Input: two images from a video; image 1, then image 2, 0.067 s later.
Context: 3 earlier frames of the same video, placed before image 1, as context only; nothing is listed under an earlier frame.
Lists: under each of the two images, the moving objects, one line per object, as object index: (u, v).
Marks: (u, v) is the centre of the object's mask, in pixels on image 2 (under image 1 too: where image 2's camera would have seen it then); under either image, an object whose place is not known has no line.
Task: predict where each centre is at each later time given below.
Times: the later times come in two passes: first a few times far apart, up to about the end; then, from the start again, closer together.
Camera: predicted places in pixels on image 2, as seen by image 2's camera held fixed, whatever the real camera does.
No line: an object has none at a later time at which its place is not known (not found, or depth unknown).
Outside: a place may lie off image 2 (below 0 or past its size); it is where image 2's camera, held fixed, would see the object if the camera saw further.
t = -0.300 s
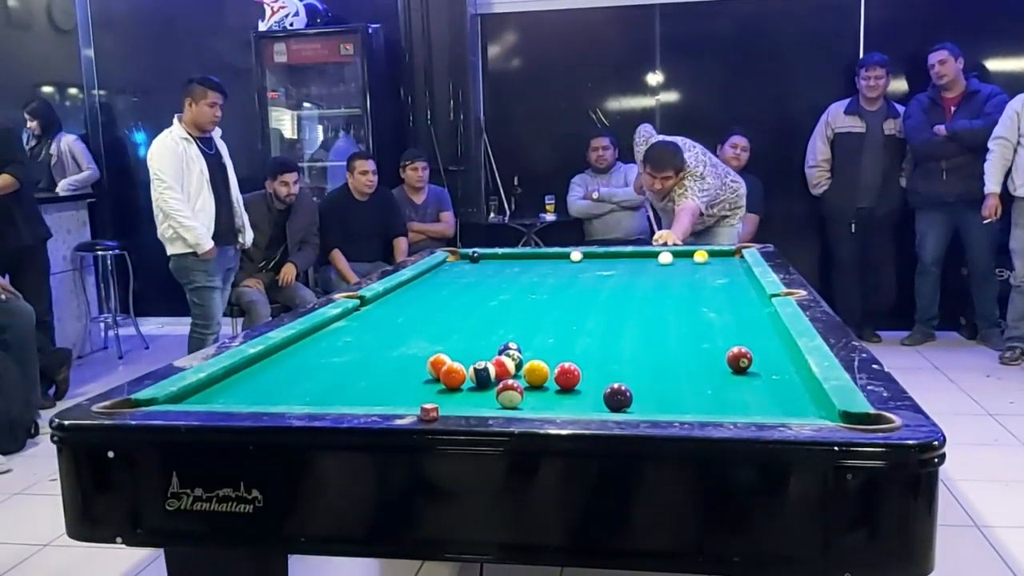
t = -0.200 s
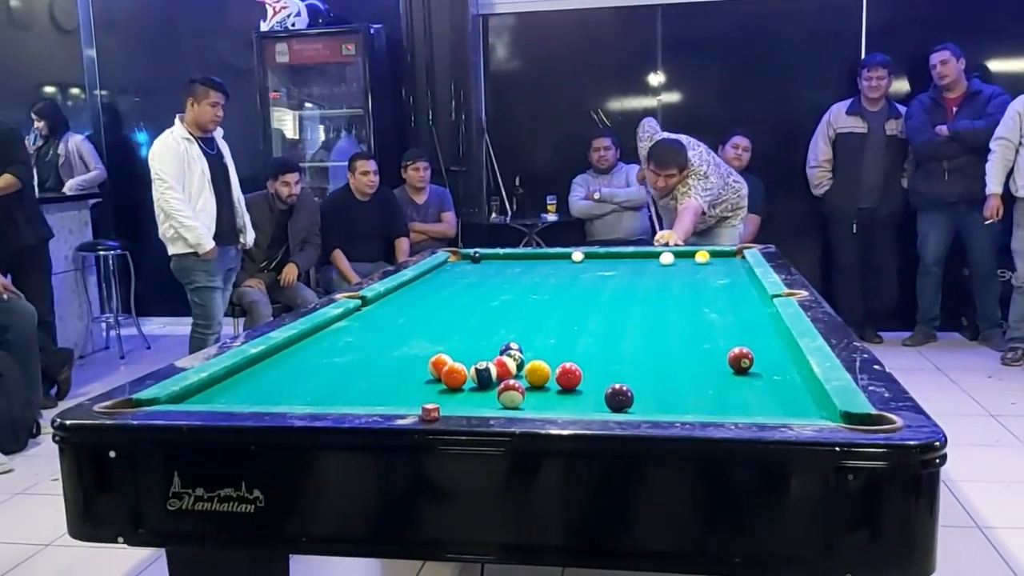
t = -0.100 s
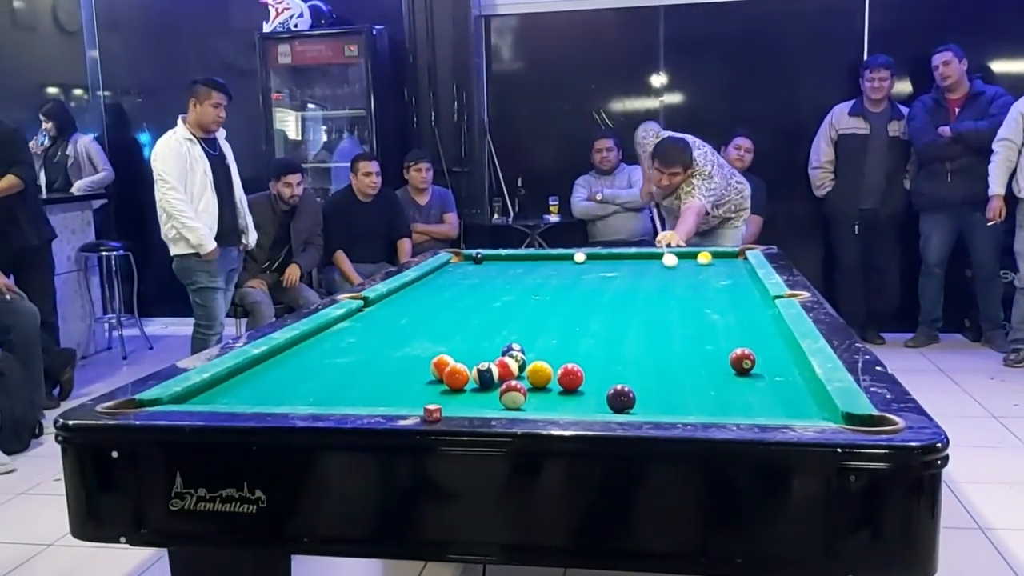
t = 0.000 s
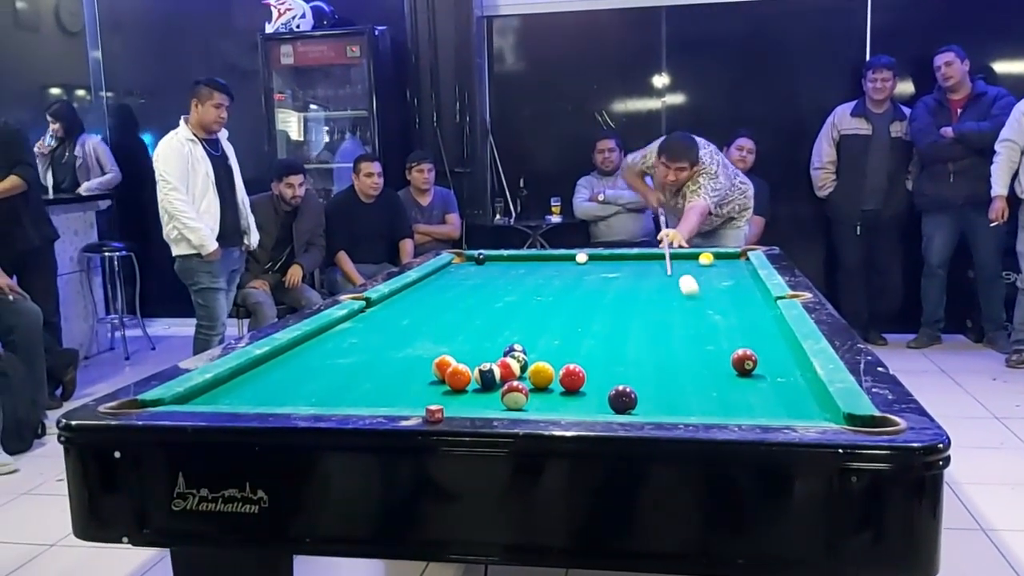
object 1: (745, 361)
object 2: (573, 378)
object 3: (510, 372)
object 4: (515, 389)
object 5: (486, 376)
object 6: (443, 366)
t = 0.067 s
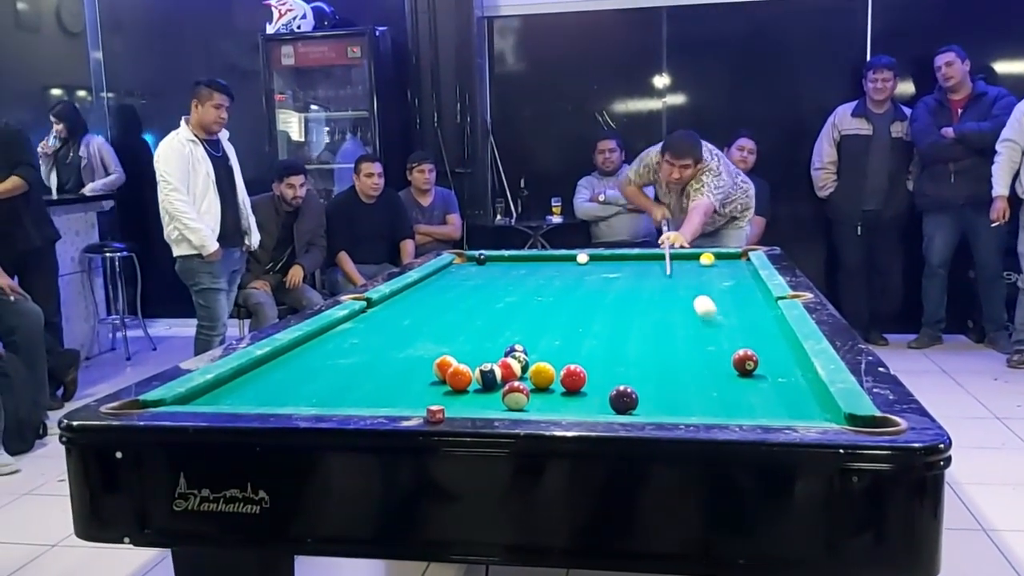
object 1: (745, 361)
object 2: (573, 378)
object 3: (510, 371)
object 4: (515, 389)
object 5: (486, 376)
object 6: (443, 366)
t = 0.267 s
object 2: (573, 378)
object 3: (510, 372)
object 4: (514, 389)
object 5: (486, 376)
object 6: (444, 367)
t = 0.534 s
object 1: (598, 329)
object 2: (543, 383)
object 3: (510, 372)
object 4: (514, 389)
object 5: (486, 376)
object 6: (443, 367)
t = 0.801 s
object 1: (517, 291)
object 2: (477, 390)
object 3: (509, 372)
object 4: (513, 399)
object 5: (487, 373)
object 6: (443, 366)
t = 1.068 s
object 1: (466, 267)
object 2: (416, 394)
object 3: (504, 369)
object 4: (514, 400)
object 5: (486, 376)
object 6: (443, 366)
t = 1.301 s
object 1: (470, 259)
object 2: (368, 396)
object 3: (502, 363)
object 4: (513, 405)
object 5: (484, 376)
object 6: (443, 367)
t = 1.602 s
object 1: (471, 270)
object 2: (311, 398)
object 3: (503, 363)
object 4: (516, 405)
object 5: (483, 376)
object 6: (443, 367)
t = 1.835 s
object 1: (473, 280)
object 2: (272, 398)
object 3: (505, 363)
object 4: (519, 405)
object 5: (483, 376)
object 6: (443, 367)
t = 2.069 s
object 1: (476, 290)
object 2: (239, 399)
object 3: (505, 363)
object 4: (521, 405)
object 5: (483, 376)
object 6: (443, 367)
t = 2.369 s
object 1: (480, 306)
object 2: (203, 400)
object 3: (506, 362)
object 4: (520, 405)
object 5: (483, 376)
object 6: (443, 366)
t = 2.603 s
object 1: (482, 320)
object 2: (189, 400)
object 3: (505, 363)
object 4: (520, 405)
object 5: (483, 376)
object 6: (442, 367)
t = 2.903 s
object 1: (486, 341)
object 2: (177, 400)
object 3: (506, 363)
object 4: (520, 405)
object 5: (483, 376)
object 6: (443, 367)
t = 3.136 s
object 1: (489, 355)
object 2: (174, 399)
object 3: (506, 363)
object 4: (520, 405)
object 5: (483, 376)
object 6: (443, 366)
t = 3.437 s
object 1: (464, 364)
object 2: (174, 399)
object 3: (522, 367)
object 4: (520, 405)
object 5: (484, 381)
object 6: (438, 366)
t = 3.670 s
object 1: (447, 366)
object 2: (174, 399)
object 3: (533, 369)
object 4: (520, 405)
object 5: (487, 385)
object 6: (429, 367)
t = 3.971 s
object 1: (436, 370)
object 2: (174, 399)
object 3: (541, 370)
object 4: (520, 405)
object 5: (494, 392)
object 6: (419, 366)
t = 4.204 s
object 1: (434, 370)
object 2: (173, 399)
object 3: (542, 369)
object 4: (520, 405)
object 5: (497, 395)
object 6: (417, 366)
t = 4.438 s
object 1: (433, 370)
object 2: (173, 399)
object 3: (542, 369)
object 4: (520, 405)
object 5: (499, 397)
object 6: (417, 366)
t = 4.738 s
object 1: (433, 370)
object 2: (173, 399)
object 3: (542, 370)
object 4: (520, 405)
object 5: (501, 397)
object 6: (417, 366)
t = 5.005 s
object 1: (433, 370)
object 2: (173, 399)
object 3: (542, 370)
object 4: (520, 405)
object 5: (501, 397)
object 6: (417, 366)
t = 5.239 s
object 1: (433, 370)
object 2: (173, 399)
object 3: (542, 370)
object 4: (520, 405)
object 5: (501, 397)
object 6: (417, 366)
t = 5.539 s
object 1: (433, 371)
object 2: (173, 399)
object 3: (542, 370)
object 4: (520, 405)
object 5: (499, 398)
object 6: (417, 366)
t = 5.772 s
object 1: (433, 371)
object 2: (173, 399)
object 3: (542, 370)
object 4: (520, 405)
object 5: (499, 398)
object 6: (417, 366)
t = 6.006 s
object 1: (433, 371)
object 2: (174, 399)
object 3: (542, 369)
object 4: (520, 405)
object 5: (501, 397)
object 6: (417, 366)
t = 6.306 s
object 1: (433, 371)
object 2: (174, 399)
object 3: (542, 370)
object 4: (520, 405)
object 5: (501, 397)
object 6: (417, 366)
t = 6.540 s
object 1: (433, 370)
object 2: (173, 399)
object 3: (542, 370)
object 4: (520, 405)
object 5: (501, 397)
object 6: (417, 366)
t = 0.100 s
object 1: (745, 361)
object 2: (573, 378)
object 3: (510, 372)
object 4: (515, 389)
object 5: (486, 376)
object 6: (443, 366)
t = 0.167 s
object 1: (759, 366)
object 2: (573, 378)
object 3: (510, 372)
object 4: (514, 389)
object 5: (486, 376)
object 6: (444, 367)
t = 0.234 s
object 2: (573, 378)
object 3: (510, 372)
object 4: (514, 389)
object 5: (486, 376)
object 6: (444, 366)
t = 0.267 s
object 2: (573, 378)
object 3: (510, 372)
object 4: (514, 389)
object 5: (486, 376)
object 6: (444, 367)
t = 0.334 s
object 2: (573, 378)
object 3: (510, 372)
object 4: (514, 389)
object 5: (486, 376)
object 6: (444, 366)
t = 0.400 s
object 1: (666, 359)
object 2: (573, 378)
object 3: (510, 372)
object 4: (514, 389)
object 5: (486, 376)
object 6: (444, 367)
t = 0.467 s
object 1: (628, 343)
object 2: (564, 379)
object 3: (510, 372)
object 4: (514, 389)
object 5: (486, 376)
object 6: (443, 367)
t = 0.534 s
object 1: (598, 329)
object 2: (543, 383)
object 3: (510, 372)
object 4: (514, 389)
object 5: (486, 376)
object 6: (443, 367)
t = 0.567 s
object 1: (585, 322)
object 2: (536, 384)
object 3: (509, 372)
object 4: (514, 389)
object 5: (486, 376)
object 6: (443, 366)
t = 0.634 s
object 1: (563, 312)
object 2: (518, 380)
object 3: (509, 370)
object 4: (514, 389)
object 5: (486, 376)
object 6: (443, 366)
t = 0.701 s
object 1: (543, 303)
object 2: (497, 386)
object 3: (510, 370)
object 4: (513, 393)
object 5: (484, 374)
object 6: (443, 366)
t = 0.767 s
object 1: (525, 295)
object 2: (486, 390)
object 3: (509, 373)
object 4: (513, 398)
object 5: (485, 371)
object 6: (443, 366)
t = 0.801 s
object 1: (517, 291)
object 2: (477, 390)
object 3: (509, 372)
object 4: (513, 399)
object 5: (487, 373)
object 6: (443, 366)
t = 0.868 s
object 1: (503, 284)
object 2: (461, 391)
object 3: (508, 372)
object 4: (513, 400)
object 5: (486, 376)
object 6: (443, 366)
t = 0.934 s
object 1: (489, 278)
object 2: (446, 392)
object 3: (507, 372)
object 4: (513, 401)
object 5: (486, 376)
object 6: (443, 366)
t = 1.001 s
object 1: (477, 272)
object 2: (431, 393)
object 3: (505, 371)
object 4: (518, 397)
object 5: (486, 376)
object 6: (443, 366)
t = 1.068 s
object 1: (466, 267)
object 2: (416, 394)
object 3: (504, 369)
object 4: (514, 400)
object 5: (486, 376)
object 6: (443, 366)
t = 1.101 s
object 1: (462, 264)
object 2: (409, 394)
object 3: (503, 368)
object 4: (513, 401)
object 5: (486, 376)
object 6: (443, 366)
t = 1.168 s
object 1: (461, 260)
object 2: (395, 395)
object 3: (503, 364)
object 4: (513, 404)
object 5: (486, 376)
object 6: (443, 367)
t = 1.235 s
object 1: (468, 258)
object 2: (381, 396)
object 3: (502, 363)
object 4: (513, 404)
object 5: (485, 376)
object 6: (443, 367)
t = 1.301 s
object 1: (470, 259)
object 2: (368, 396)
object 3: (502, 363)
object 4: (513, 405)
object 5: (484, 376)
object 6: (443, 367)
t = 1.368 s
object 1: (469, 262)
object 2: (354, 396)
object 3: (502, 363)
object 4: (513, 405)
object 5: (484, 376)
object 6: (443, 367)
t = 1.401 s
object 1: (469, 263)
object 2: (348, 397)
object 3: (502, 363)
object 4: (513, 405)
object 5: (484, 376)
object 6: (443, 367)
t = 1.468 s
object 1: (470, 266)
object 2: (335, 397)
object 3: (502, 363)
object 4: (513, 406)
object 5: (483, 376)
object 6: (443, 367)
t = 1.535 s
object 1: (471, 268)
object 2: (323, 397)
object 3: (502, 363)
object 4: (514, 405)
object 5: (483, 376)
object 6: (443, 367)
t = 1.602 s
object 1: (471, 270)
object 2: (311, 398)
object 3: (503, 363)
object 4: (516, 405)
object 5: (483, 376)
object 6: (443, 367)
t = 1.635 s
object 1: (472, 272)
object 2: (305, 398)
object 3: (503, 363)
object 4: (516, 405)
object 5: (483, 376)
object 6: (443, 367)
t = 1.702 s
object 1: (472, 274)
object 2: (294, 398)
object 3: (505, 363)
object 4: (517, 405)
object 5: (483, 376)
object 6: (443, 367)
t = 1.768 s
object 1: (473, 277)
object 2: (283, 398)
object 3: (505, 363)
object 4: (518, 405)
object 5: (483, 376)
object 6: (443, 367)
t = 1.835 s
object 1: (473, 280)
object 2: (272, 398)
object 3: (505, 363)
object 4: (519, 405)
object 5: (483, 376)
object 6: (443, 367)
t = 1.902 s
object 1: (474, 283)
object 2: (262, 398)
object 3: (505, 362)
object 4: (520, 405)
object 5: (483, 376)
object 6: (443, 367)
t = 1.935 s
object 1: (475, 285)
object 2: (257, 399)
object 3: (505, 363)
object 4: (520, 405)
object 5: (483, 376)
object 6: (443, 366)
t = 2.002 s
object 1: (475, 287)
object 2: (248, 399)
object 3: (505, 363)
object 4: (520, 405)
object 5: (483, 376)
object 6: (443, 367)
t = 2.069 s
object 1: (476, 290)
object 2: (239, 399)
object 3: (505, 363)
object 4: (521, 405)
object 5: (483, 376)
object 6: (443, 367)
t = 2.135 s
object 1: (477, 294)
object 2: (230, 399)
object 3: (505, 363)
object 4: (521, 405)
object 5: (483, 376)
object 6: (443, 367)
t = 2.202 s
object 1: (478, 297)
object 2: (222, 400)
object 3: (505, 363)
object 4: (520, 405)
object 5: (483, 376)
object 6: (443, 367)
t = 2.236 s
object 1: (478, 299)
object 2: (218, 400)
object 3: (506, 363)
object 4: (521, 405)
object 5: (483, 376)
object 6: (443, 367)
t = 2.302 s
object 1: (479, 302)
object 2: (211, 400)
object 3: (505, 363)
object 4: (520, 405)
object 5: (483, 376)
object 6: (443, 367)
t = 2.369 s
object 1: (480, 306)
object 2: (203, 400)
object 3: (506, 362)
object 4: (520, 405)
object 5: (483, 376)
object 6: (443, 366)
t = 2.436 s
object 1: (481, 310)
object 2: (198, 400)
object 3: (505, 363)
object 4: (520, 405)
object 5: (483, 376)
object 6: (442, 367)
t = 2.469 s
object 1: (481, 312)
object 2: (196, 400)
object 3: (505, 363)
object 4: (520, 405)
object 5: (483, 376)
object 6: (443, 366)
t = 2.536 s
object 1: (482, 316)
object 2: (193, 400)
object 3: (505, 363)
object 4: (520, 405)
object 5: (483, 376)
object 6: (443, 367)
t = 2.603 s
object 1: (482, 320)
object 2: (189, 400)
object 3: (505, 363)
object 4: (520, 405)
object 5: (483, 376)
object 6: (442, 367)
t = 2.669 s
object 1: (483, 324)
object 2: (186, 399)
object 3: (505, 363)
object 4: (520, 405)
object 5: (483, 376)
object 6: (443, 367)
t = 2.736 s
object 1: (484, 329)
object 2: (183, 399)
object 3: (506, 363)
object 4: (520, 405)
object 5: (483, 376)
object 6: (443, 367)
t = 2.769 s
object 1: (485, 331)
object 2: (182, 399)
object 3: (506, 363)
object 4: (520, 405)
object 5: (483, 376)
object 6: (443, 366)
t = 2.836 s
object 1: (485, 336)
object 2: (179, 400)
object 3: (506, 363)
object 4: (520, 405)
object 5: (483, 376)
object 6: (443, 367)
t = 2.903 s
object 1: (486, 341)
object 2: (177, 400)
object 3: (506, 363)
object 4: (520, 405)
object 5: (483, 376)
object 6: (443, 367)
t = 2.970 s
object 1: (487, 346)
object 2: (175, 400)
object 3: (506, 363)
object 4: (520, 405)
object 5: (483, 376)
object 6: (443, 367)
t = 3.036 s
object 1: (488, 351)
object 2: (173, 400)
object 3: (506, 363)
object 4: (520, 405)
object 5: (483, 376)
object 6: (443, 367)
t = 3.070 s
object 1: (489, 352)
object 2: (173, 399)
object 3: (506, 363)
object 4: (520, 405)
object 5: (483, 376)
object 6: (443, 367)
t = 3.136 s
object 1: (489, 355)
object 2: (174, 399)
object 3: (506, 363)
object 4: (520, 405)
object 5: (483, 376)
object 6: (443, 366)
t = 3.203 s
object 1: (490, 358)
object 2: (174, 400)
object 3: (506, 363)
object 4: (520, 405)
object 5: (483, 376)
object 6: (443, 366)
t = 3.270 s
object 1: (476, 362)
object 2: (174, 399)
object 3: (511, 364)
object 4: (520, 405)
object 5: (483, 376)
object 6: (443, 366)
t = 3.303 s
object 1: (473, 362)
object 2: (174, 399)
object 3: (513, 365)
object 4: (520, 405)
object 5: (484, 378)
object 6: (443, 367)
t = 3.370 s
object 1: (468, 364)
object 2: (174, 399)
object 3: (518, 366)
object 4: (520, 405)
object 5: (484, 379)
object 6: (441, 367)
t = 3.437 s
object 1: (464, 364)
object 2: (174, 399)
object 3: (522, 367)
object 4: (520, 405)
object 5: (484, 381)
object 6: (438, 366)
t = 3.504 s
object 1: (459, 364)
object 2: (174, 399)
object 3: (525, 367)
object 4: (520, 405)
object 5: (484, 382)
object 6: (436, 367)
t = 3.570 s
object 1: (454, 364)
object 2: (174, 399)
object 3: (528, 368)
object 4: (520, 405)
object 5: (485, 383)
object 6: (433, 367)
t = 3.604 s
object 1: (452, 364)
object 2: (174, 399)
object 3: (530, 369)
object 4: (520, 405)
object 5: (486, 383)
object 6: (432, 367)
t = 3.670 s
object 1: (447, 366)
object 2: (174, 399)
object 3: (533, 369)
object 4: (520, 405)
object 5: (487, 385)
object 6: (429, 367)
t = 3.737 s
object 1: (442, 368)
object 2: (174, 399)
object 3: (536, 370)
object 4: (520, 405)
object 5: (489, 388)
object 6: (425, 367)
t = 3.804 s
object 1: (440, 368)
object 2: (174, 399)
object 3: (538, 370)
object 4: (520, 405)
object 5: (490, 389)
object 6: (423, 367)
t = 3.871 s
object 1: (438, 369)
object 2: (174, 399)
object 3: (540, 370)
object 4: (520, 405)
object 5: (492, 390)
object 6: (421, 366)
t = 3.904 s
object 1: (437, 369)
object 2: (174, 399)
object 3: (540, 370)
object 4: (520, 405)
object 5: (493, 391)
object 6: (420, 366)
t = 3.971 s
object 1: (436, 370)
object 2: (174, 399)
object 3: (541, 370)
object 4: (520, 405)
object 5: (494, 392)
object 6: (419, 366)
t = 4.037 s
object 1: (435, 370)
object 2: (173, 400)
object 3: (541, 370)
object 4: (520, 405)
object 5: (495, 393)
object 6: (418, 366)
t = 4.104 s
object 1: (435, 370)
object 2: (173, 400)
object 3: (542, 370)
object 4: (520, 405)
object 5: (496, 393)
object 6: (418, 366)
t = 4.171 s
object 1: (434, 370)
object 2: (174, 399)
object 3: (542, 369)
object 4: (520, 405)
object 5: (497, 394)
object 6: (417, 366)
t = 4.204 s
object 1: (434, 370)
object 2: (173, 399)
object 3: (542, 369)
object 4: (520, 405)
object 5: (497, 395)
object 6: (417, 366)
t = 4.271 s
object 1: (433, 370)
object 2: (173, 399)
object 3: (542, 369)
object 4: (520, 405)
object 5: (497, 395)
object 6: (417, 366)
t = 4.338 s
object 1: (433, 370)
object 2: (173, 399)
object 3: (542, 369)
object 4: (520, 405)
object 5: (498, 396)
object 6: (417, 366)
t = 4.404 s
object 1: (433, 370)
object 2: (173, 399)
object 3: (542, 369)
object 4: (520, 405)
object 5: (498, 396)
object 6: (417, 366)
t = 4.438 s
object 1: (433, 370)
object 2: (173, 399)
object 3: (542, 369)
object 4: (520, 405)
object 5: (499, 397)
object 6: (417, 366)
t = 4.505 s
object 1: (433, 370)
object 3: (542, 370)
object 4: (520, 405)
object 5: (499, 397)
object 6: (417, 366)
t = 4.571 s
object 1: (433, 370)
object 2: (173, 399)
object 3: (542, 369)
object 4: (520, 405)
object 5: (500, 397)
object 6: (417, 366)
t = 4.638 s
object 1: (433, 370)
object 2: (173, 399)
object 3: (542, 369)
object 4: (520, 404)
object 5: (500, 397)
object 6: (417, 366)
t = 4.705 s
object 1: (433, 370)
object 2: (173, 399)
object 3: (542, 369)
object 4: (520, 405)
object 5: (500, 397)
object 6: (417, 366)
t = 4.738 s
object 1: (433, 370)
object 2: (173, 399)
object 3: (542, 370)
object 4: (520, 405)
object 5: (501, 397)
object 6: (417, 366)
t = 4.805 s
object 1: (433, 370)
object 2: (173, 399)
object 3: (542, 370)
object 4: (520, 405)
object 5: (501, 397)
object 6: (417, 366)
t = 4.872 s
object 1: (433, 370)
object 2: (173, 399)
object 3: (542, 370)
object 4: (520, 405)
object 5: (501, 397)
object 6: (417, 366)
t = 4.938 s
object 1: (433, 370)
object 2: (173, 400)
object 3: (542, 370)
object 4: (520, 405)
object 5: (501, 397)
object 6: (417, 366)
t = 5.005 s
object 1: (433, 370)
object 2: (173, 399)
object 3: (542, 370)
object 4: (520, 405)
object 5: (501, 397)
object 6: (417, 366)
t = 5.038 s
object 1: (433, 370)
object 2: (173, 399)
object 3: (542, 370)
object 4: (520, 405)
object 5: (501, 397)
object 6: (417, 366)
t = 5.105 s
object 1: (433, 370)
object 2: (173, 399)
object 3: (542, 370)
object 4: (520, 405)
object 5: (501, 397)
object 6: (417, 366)
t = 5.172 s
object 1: (433, 371)
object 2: (173, 399)
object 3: (542, 370)
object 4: (520, 405)
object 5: (499, 398)
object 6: (417, 366)
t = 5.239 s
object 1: (433, 370)
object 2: (173, 399)
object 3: (542, 370)
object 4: (520, 405)
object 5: (501, 397)
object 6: (417, 366)
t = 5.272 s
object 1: (433, 370)
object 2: (173, 399)
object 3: (542, 370)
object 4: (520, 405)
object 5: (499, 398)
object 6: (417, 366)
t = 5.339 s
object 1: (433, 370)
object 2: (173, 399)
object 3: (542, 370)
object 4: (520, 405)
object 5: (501, 397)
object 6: (417, 366)
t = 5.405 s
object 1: (433, 370)
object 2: (173, 399)
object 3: (542, 370)
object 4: (520, 405)
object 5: (499, 398)
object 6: (417, 366)
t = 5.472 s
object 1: (433, 371)
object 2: (173, 400)
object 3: (542, 370)
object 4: (520, 405)
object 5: (499, 398)
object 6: (417, 366)
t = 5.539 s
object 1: (433, 371)
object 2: (173, 399)
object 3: (542, 370)
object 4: (520, 405)
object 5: (499, 398)
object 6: (417, 366)
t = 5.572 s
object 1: (433, 370)
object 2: (173, 400)
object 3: (542, 370)
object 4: (520, 405)
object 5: (499, 398)
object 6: (417, 366)
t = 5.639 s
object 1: (433, 370)
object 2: (173, 399)
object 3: (542, 370)
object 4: (520, 405)
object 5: (499, 398)
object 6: (417, 366)
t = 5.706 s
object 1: (433, 370)
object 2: (173, 399)
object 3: (542, 370)
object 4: (520, 405)
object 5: (499, 398)
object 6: (417, 366)
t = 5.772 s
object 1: (433, 371)
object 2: (173, 399)
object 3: (542, 370)
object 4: (520, 405)
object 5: (499, 398)
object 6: (417, 366)
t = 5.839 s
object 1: (433, 371)
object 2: (173, 399)
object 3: (542, 370)
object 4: (520, 405)
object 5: (499, 398)
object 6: (417, 366)
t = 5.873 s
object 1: (433, 371)
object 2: (173, 399)
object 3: (542, 370)
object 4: (520, 405)
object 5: (499, 398)
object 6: (417, 366)
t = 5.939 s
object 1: (433, 371)
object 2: (173, 399)
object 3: (542, 369)
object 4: (520, 405)
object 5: (500, 398)
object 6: (417, 366)
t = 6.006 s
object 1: (433, 371)
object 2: (174, 399)
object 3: (542, 369)
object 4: (520, 405)
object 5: (501, 397)
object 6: (417, 366)
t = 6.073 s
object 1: (433, 371)
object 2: (174, 400)
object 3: (542, 370)
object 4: (520, 405)
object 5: (499, 398)
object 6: (417, 366)
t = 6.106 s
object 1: (433, 370)
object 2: (173, 399)
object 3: (542, 369)
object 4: (520, 405)
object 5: (501, 397)
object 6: (417, 366)
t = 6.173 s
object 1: (433, 370)
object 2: (174, 399)
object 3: (542, 370)
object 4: (520, 405)
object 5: (501, 397)
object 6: (417, 366)
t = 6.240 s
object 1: (433, 371)
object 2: (174, 399)
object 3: (542, 370)
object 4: (520, 405)
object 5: (501, 397)
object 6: (417, 366)
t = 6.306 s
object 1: (433, 371)
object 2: (174, 399)
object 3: (542, 370)
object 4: (520, 405)
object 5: (501, 397)
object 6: (417, 366)
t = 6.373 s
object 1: (433, 371)
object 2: (174, 399)
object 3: (542, 370)
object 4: (520, 405)
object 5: (501, 397)
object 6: (417, 366)
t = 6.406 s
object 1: (433, 371)
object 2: (173, 399)
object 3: (542, 370)
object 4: (520, 405)
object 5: (501, 397)
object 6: (417, 366)
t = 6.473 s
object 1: (433, 371)
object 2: (173, 399)
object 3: (542, 370)
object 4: (520, 405)
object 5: (501, 397)
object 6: (417, 366)
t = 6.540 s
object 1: (433, 370)
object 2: (173, 399)
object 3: (542, 370)
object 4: (520, 405)
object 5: (501, 397)
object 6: (417, 366)
